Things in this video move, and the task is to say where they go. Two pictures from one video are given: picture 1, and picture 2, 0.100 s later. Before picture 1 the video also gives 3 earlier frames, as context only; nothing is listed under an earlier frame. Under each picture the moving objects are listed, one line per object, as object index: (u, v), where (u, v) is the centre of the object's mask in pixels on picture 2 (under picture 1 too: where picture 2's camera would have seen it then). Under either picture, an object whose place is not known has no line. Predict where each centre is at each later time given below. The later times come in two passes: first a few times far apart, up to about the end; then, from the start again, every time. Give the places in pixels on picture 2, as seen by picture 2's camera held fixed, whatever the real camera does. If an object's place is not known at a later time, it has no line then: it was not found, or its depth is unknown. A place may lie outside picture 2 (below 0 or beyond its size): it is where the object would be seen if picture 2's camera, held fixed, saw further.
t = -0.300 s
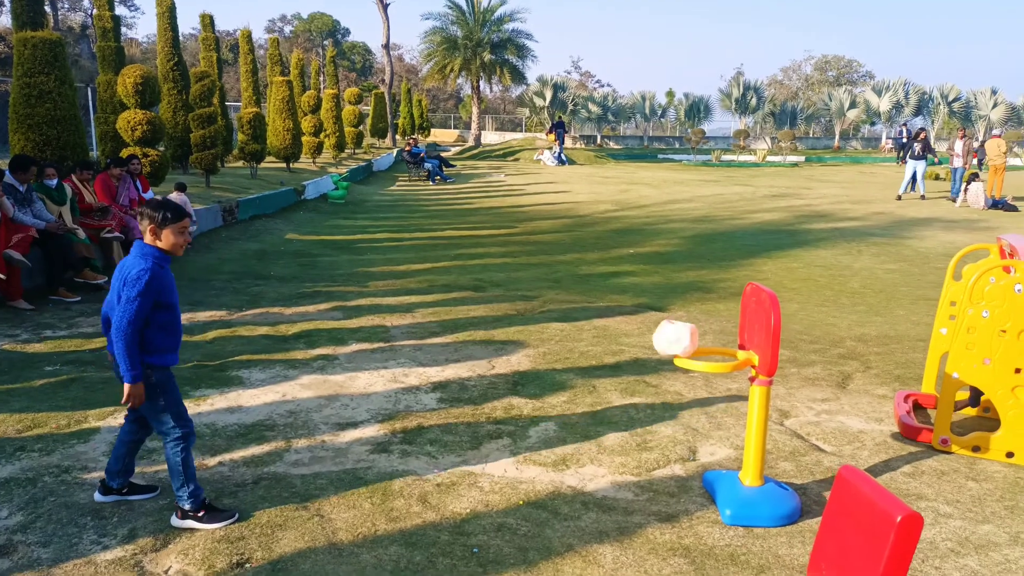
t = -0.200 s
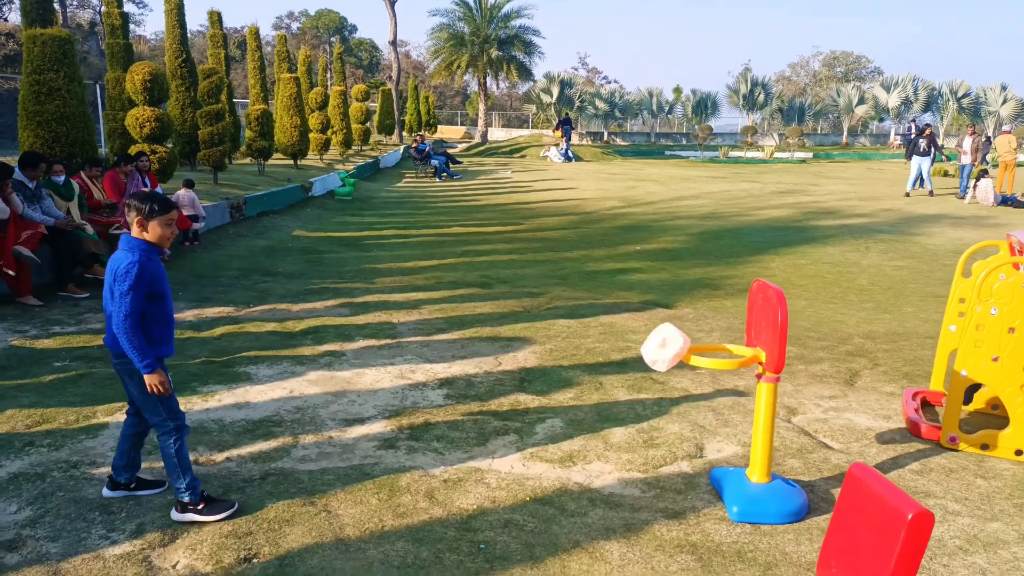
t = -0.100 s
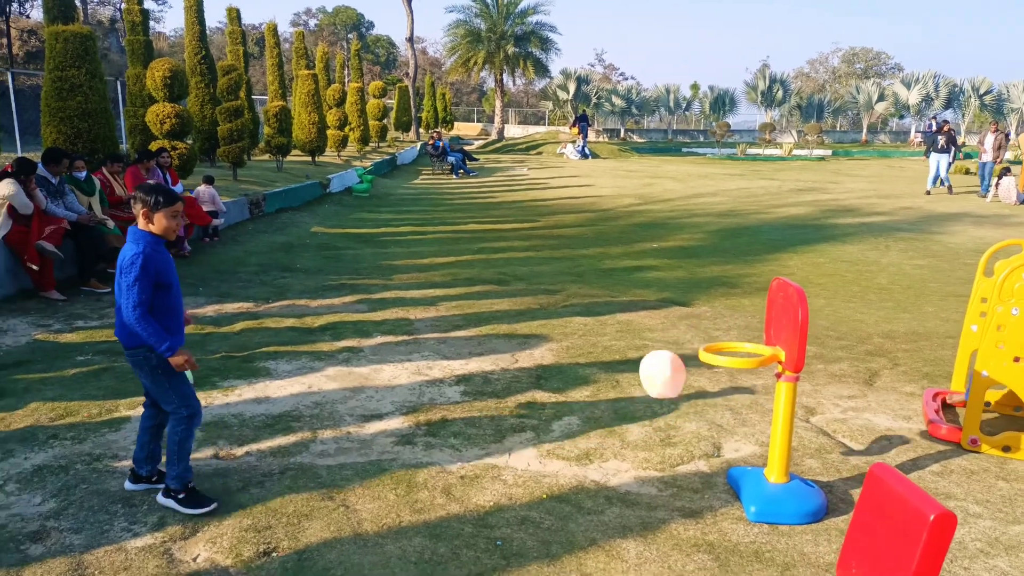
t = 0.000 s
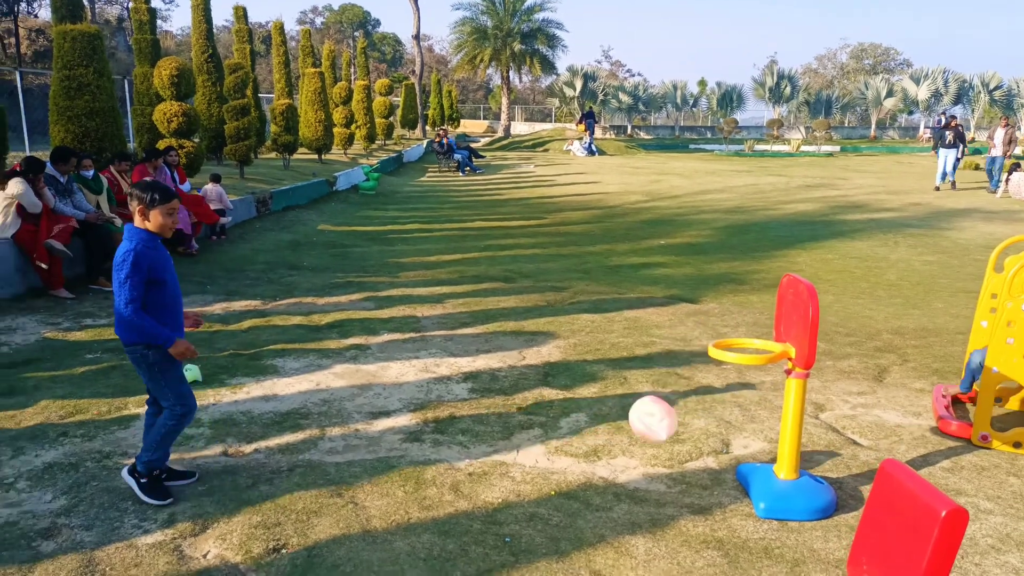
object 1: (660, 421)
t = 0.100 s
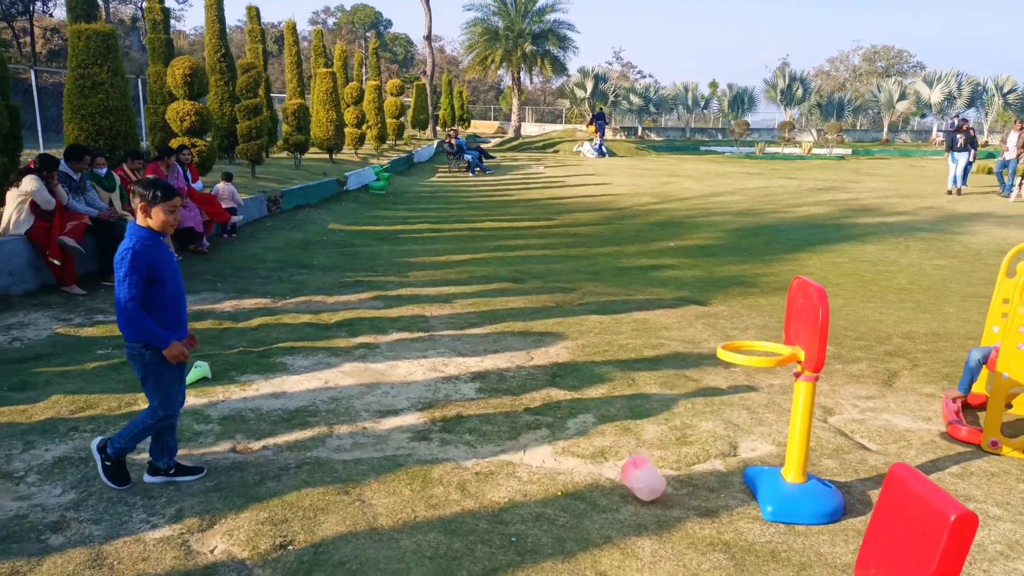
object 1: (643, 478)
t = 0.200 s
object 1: (619, 451)
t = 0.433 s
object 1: (559, 470)
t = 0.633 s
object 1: (529, 463)
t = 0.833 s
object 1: (511, 466)
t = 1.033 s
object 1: (508, 456)
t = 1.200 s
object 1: (504, 450)
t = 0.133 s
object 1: (636, 467)
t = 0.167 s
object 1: (627, 458)
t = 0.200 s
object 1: (619, 451)
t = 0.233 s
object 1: (611, 446)
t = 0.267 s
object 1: (602, 445)
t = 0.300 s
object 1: (593, 445)
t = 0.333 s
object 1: (585, 447)
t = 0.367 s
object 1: (576, 452)
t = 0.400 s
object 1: (568, 460)
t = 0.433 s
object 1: (559, 470)
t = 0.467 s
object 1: (552, 474)
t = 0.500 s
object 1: (548, 468)
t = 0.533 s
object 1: (543, 464)
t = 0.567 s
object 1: (539, 461)
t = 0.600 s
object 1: (533, 461)
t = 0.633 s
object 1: (529, 463)
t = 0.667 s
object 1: (524, 468)
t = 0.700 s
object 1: (521, 466)
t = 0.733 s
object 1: (519, 463)
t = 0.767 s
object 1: (516, 462)
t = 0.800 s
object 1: (513, 464)
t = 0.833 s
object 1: (511, 466)
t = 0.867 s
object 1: (510, 464)
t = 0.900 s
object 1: (509, 462)
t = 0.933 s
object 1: (509, 461)
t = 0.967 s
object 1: (509, 459)
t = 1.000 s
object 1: (509, 457)
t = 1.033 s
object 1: (508, 456)
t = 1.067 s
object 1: (507, 455)
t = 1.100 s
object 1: (506, 454)
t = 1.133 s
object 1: (505, 452)
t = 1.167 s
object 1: (505, 451)
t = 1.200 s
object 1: (504, 450)
